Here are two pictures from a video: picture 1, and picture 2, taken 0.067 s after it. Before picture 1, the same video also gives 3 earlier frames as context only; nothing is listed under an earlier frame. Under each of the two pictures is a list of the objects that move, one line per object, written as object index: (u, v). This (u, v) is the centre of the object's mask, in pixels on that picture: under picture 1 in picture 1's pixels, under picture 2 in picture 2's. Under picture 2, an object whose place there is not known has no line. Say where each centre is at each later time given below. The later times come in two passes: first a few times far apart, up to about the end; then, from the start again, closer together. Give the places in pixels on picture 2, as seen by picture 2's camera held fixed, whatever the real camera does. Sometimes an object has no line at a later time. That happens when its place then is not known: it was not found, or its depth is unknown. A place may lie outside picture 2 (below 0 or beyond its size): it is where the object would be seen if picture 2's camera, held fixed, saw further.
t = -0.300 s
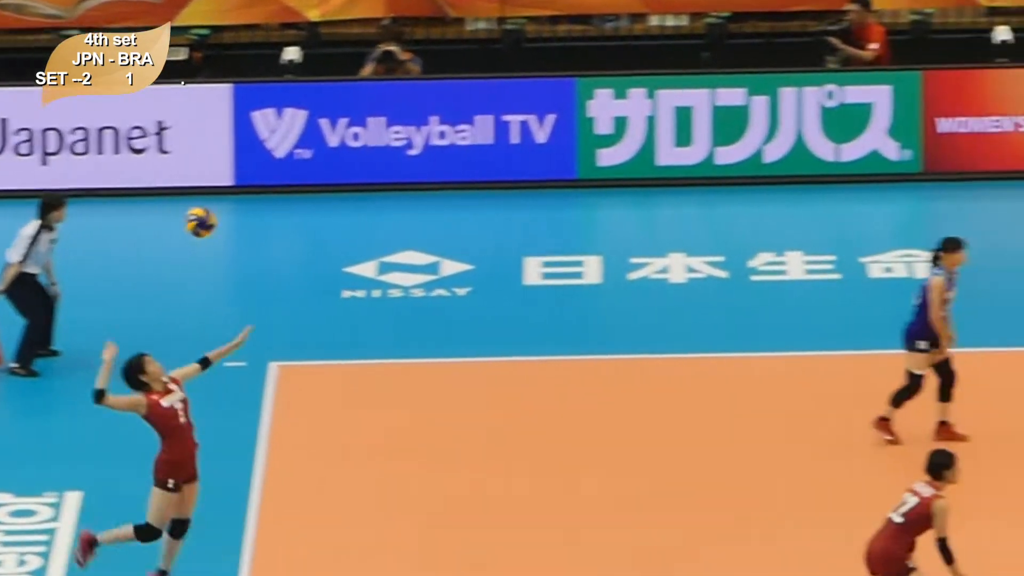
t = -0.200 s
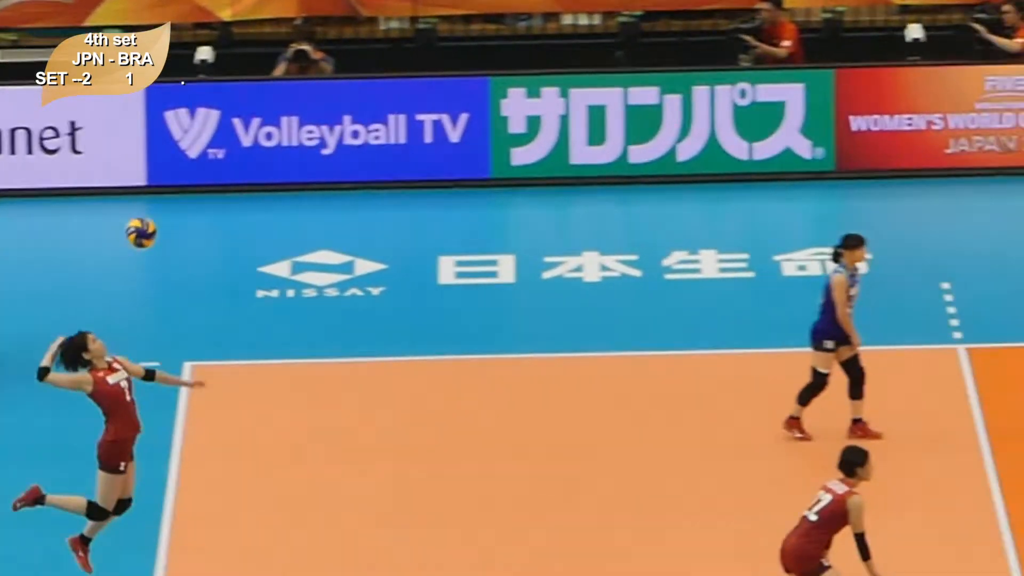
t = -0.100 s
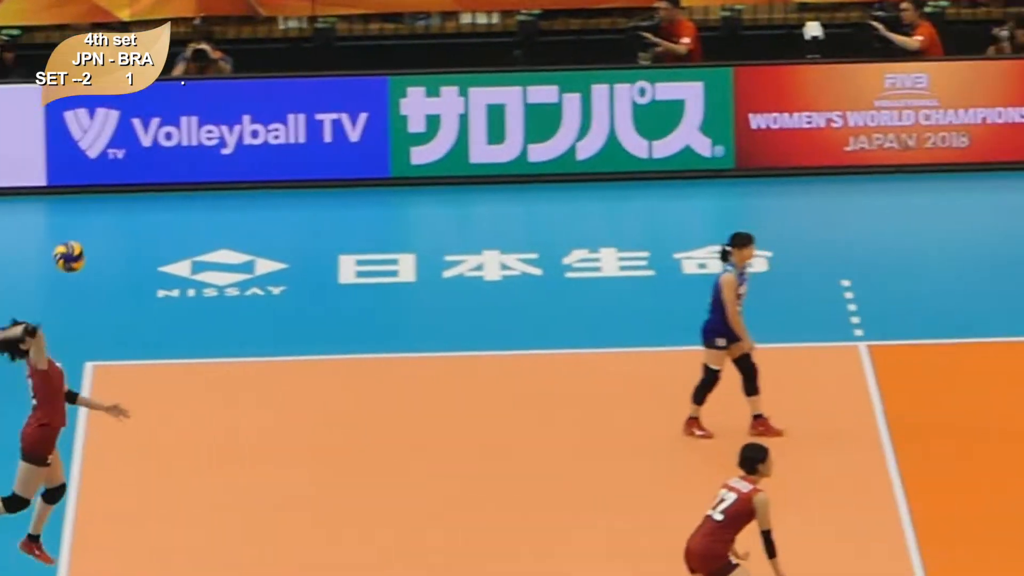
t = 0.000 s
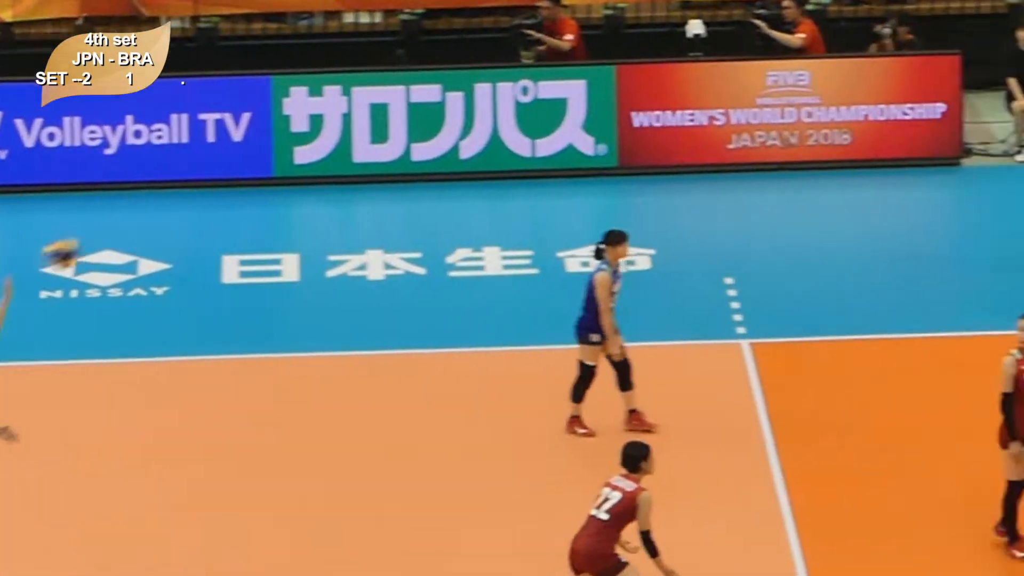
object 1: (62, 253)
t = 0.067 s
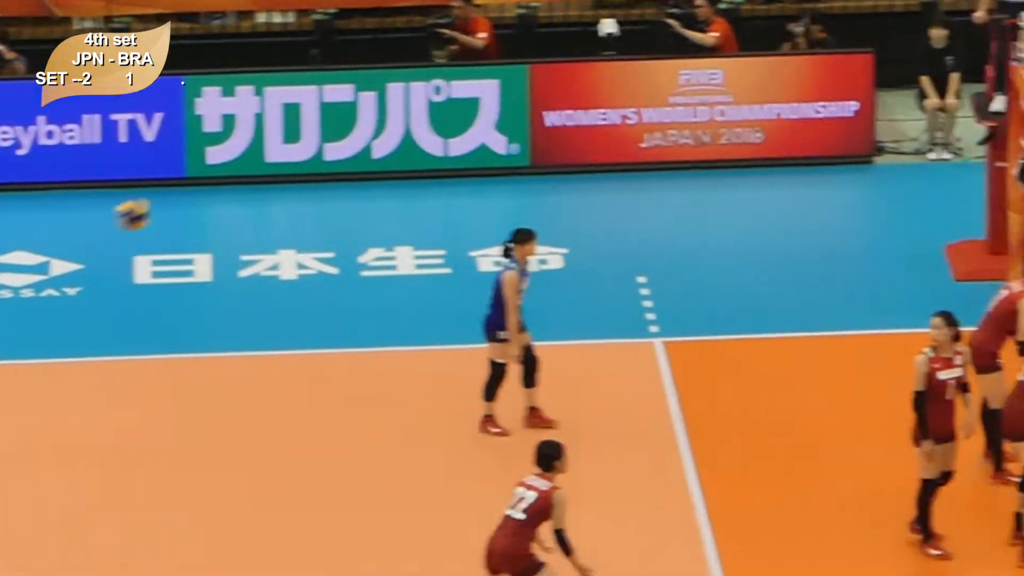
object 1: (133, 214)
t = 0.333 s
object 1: (719, 111)
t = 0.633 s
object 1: (1356, 113)
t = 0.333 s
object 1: (719, 111)
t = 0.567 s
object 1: (1211, 100)
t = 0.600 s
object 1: (1282, 106)
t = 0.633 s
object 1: (1356, 113)
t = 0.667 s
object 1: (1425, 122)
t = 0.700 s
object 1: (1502, 135)
